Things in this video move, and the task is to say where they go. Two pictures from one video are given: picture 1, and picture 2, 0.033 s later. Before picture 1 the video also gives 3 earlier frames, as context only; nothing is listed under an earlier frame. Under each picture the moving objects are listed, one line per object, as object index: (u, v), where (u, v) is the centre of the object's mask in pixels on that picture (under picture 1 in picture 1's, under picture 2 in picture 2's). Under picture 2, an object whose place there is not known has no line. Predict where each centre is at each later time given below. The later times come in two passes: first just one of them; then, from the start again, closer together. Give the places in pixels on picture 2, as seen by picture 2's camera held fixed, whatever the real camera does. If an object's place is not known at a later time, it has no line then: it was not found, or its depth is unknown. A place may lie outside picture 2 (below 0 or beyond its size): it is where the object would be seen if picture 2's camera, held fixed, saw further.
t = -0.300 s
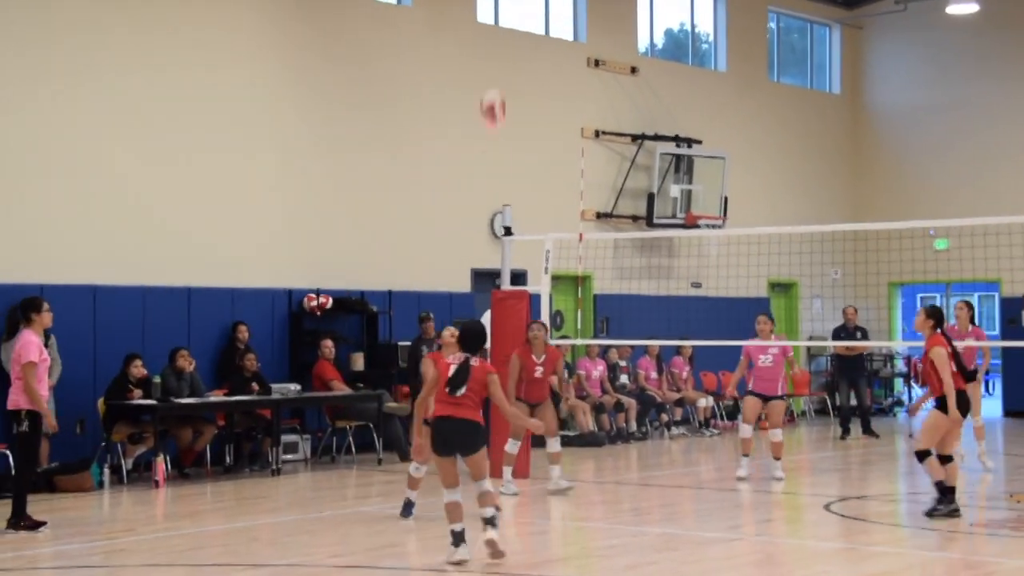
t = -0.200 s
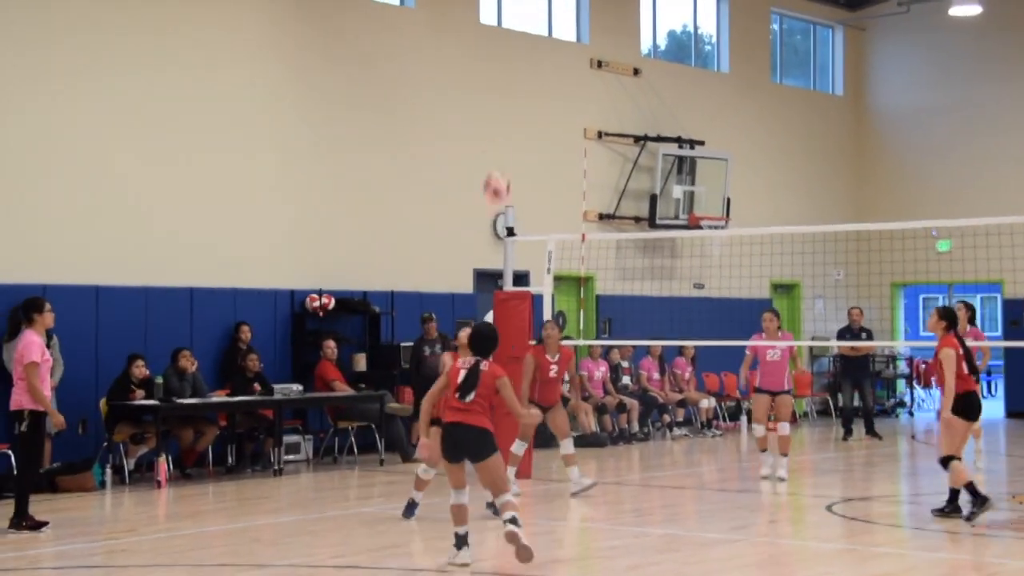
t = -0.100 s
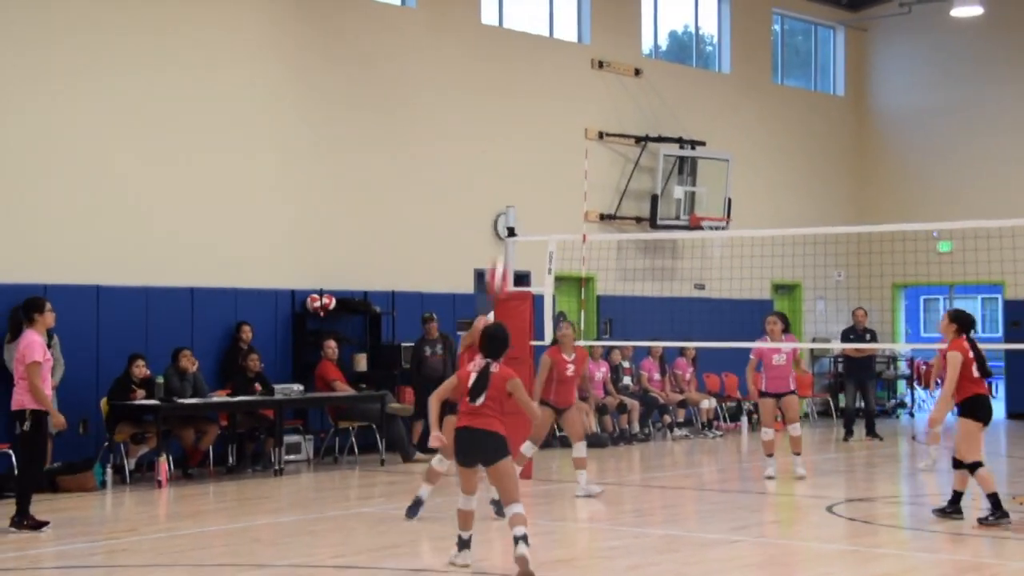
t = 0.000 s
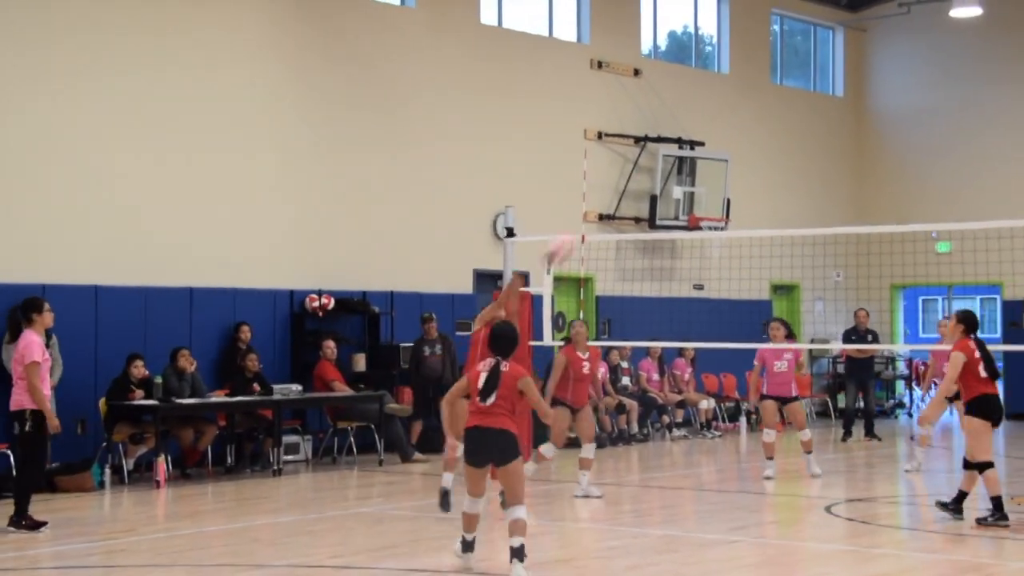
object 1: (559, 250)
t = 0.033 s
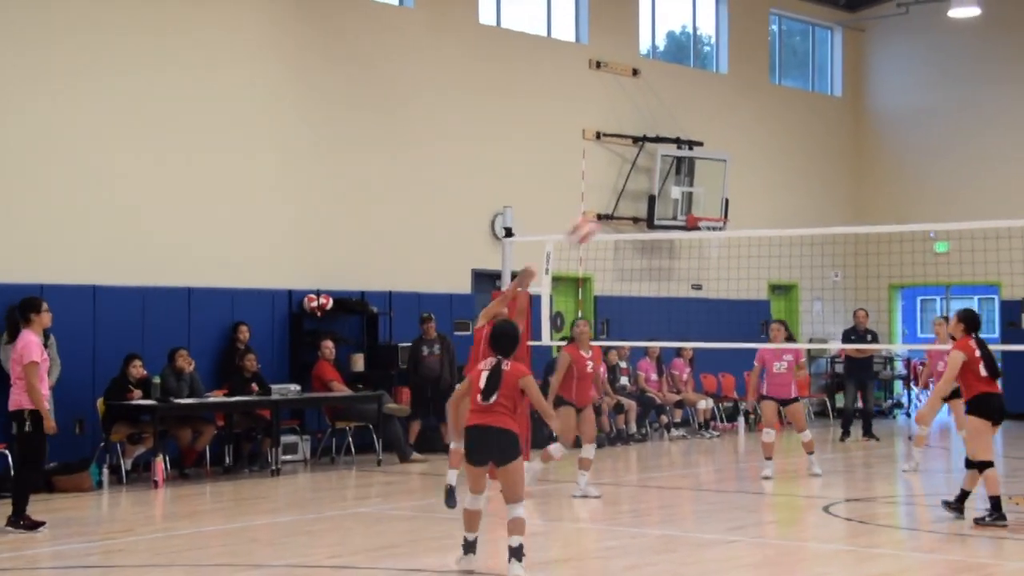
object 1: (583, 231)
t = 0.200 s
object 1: (713, 143)
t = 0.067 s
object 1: (611, 210)
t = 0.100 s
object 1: (637, 189)
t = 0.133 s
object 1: (663, 172)
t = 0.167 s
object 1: (688, 159)
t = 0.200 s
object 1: (713, 143)
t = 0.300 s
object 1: (786, 113)
